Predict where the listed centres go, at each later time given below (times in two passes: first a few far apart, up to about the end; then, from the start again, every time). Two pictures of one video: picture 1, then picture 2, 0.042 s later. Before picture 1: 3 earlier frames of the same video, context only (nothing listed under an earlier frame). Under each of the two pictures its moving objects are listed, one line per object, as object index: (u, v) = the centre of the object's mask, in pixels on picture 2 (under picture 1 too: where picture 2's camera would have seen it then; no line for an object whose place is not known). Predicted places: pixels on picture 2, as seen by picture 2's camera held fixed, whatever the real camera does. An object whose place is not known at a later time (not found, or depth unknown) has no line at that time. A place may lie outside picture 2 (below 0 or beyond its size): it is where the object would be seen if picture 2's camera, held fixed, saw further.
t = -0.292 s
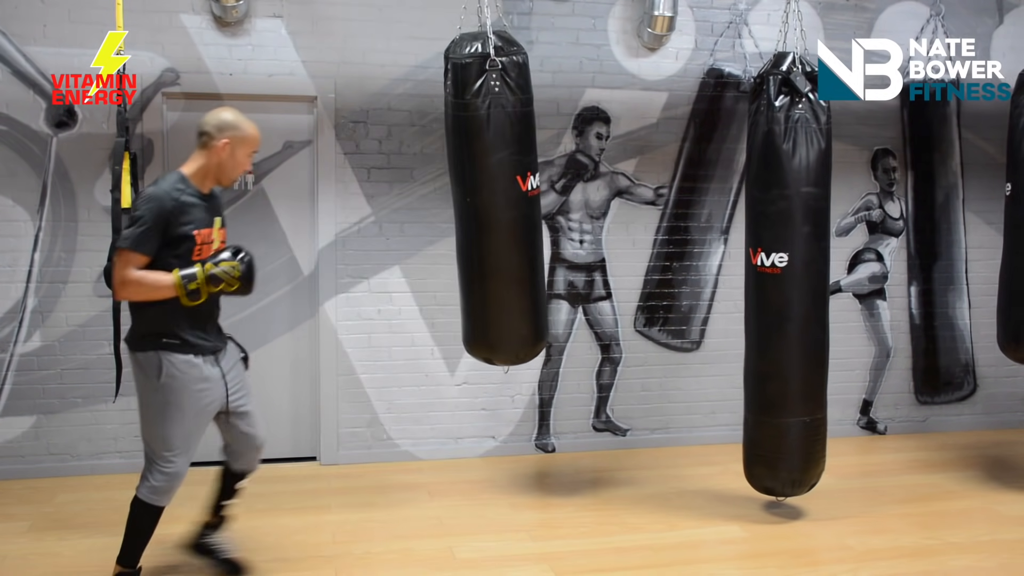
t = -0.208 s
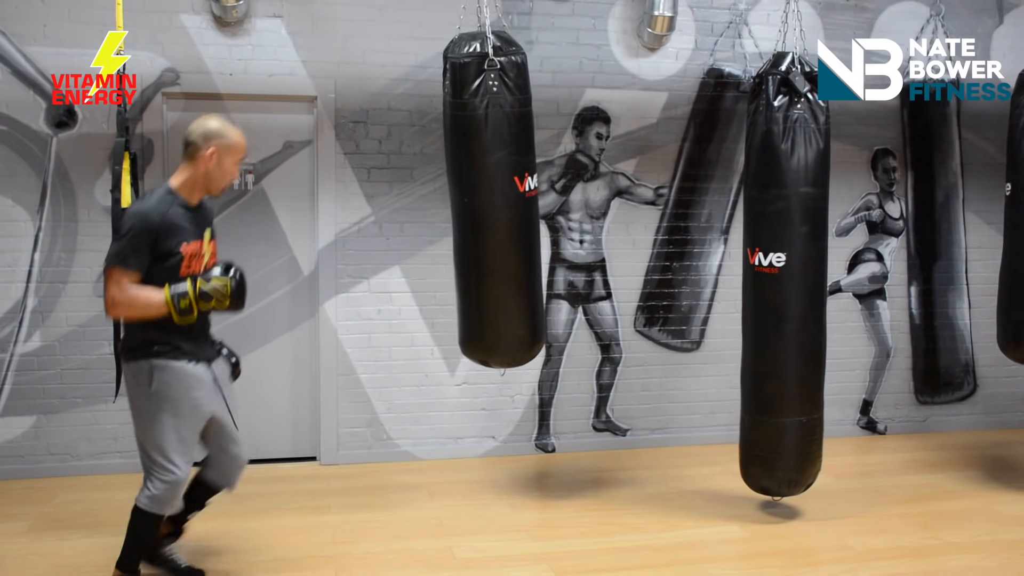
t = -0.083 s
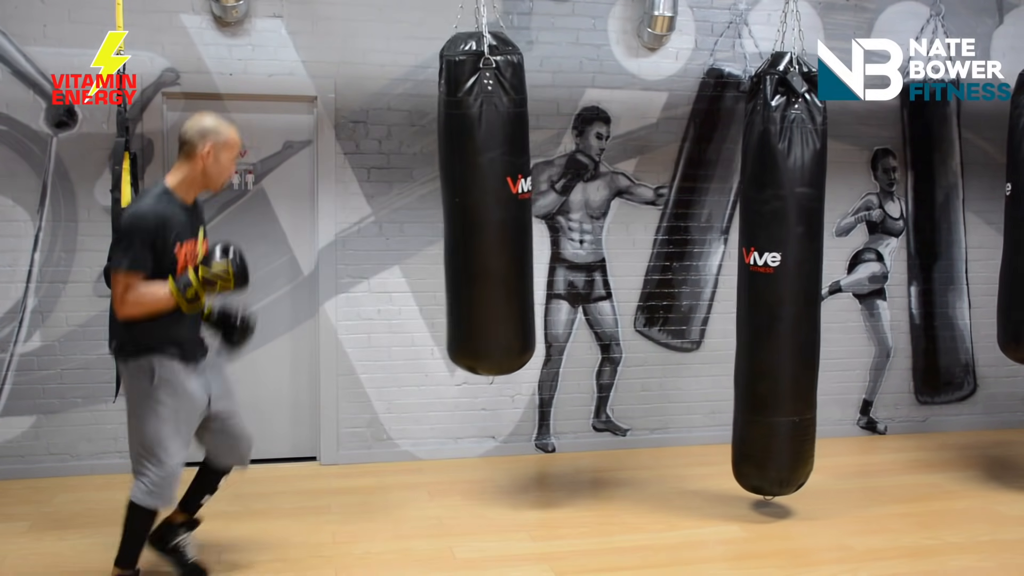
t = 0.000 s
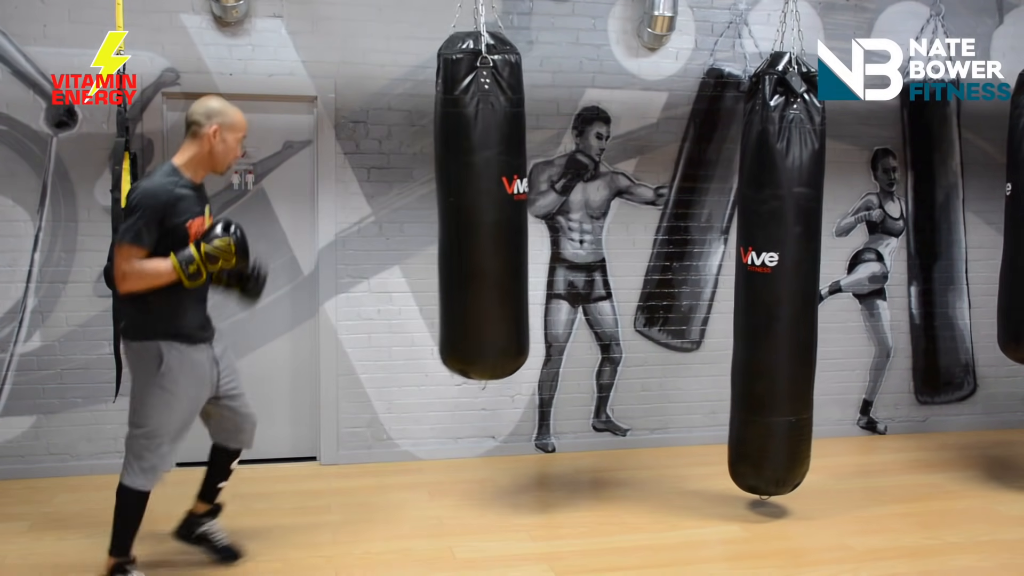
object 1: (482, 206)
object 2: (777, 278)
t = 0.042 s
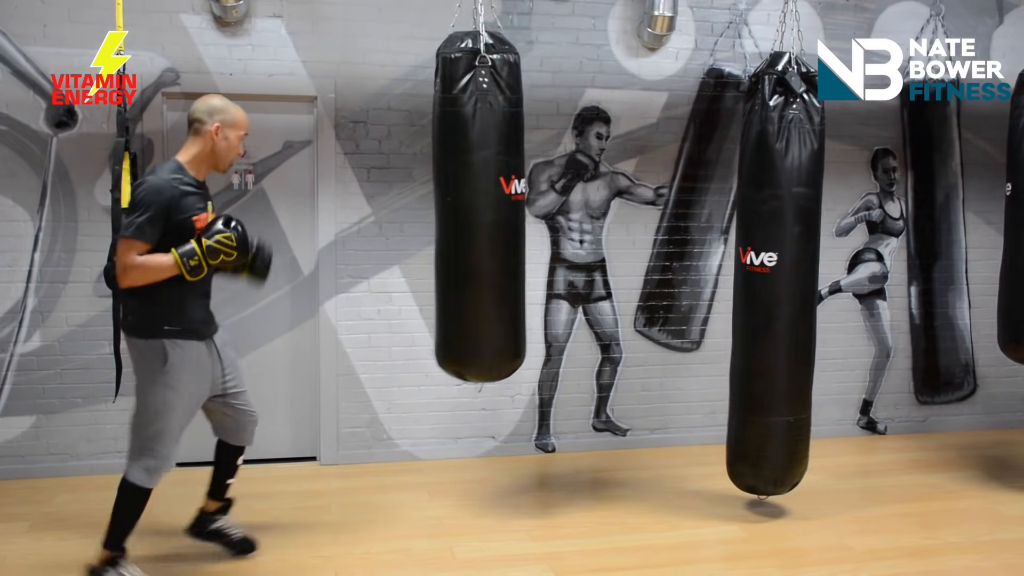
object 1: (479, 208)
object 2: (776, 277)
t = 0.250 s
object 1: (466, 213)
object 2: (771, 277)
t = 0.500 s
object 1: (452, 214)
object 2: (769, 277)
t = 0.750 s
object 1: (448, 213)
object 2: (770, 277)
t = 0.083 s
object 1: (476, 208)
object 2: (774, 278)
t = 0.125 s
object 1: (474, 210)
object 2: (773, 278)
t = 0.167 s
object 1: (471, 211)
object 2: (772, 277)
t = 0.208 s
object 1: (468, 212)
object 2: (772, 277)
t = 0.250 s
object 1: (466, 213)
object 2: (771, 277)
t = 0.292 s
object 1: (463, 213)
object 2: (770, 277)
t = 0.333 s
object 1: (461, 213)
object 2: (770, 276)
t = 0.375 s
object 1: (458, 214)
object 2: (769, 277)
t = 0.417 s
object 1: (456, 214)
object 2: (769, 277)
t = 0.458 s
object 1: (454, 214)
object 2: (769, 277)
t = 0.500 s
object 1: (452, 214)
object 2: (769, 277)
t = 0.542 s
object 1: (451, 214)
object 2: (769, 277)
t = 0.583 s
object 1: (449, 214)
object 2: (768, 277)
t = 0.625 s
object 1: (448, 213)
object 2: (769, 277)
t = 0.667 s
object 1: (448, 213)
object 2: (769, 277)
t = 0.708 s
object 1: (448, 213)
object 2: (769, 277)
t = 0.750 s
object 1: (448, 213)
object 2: (770, 277)
